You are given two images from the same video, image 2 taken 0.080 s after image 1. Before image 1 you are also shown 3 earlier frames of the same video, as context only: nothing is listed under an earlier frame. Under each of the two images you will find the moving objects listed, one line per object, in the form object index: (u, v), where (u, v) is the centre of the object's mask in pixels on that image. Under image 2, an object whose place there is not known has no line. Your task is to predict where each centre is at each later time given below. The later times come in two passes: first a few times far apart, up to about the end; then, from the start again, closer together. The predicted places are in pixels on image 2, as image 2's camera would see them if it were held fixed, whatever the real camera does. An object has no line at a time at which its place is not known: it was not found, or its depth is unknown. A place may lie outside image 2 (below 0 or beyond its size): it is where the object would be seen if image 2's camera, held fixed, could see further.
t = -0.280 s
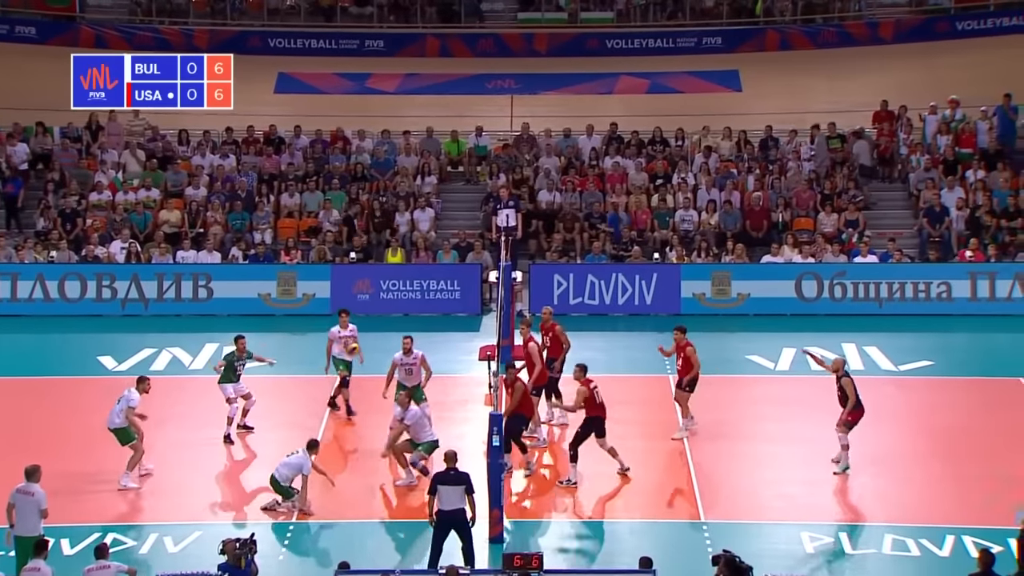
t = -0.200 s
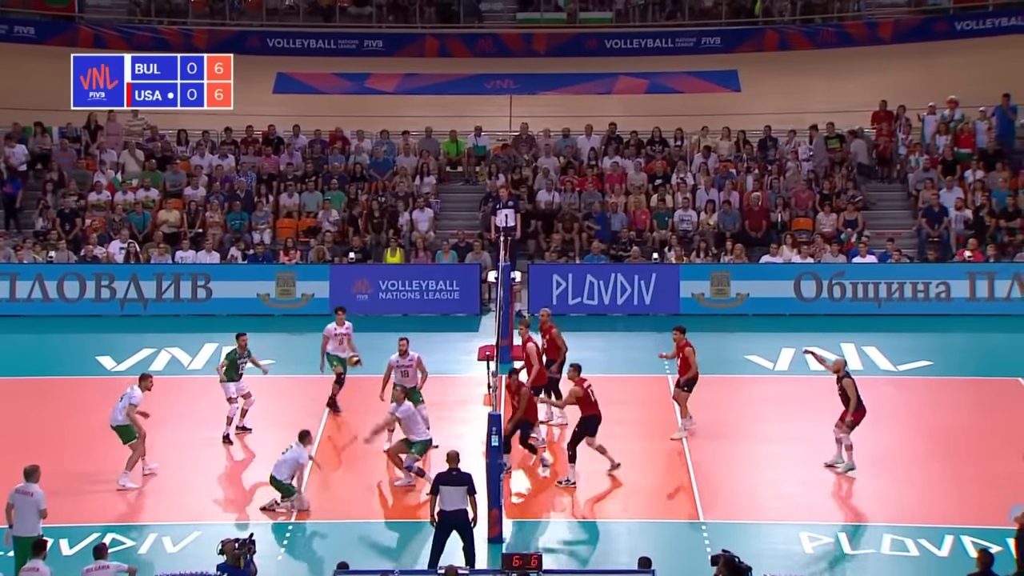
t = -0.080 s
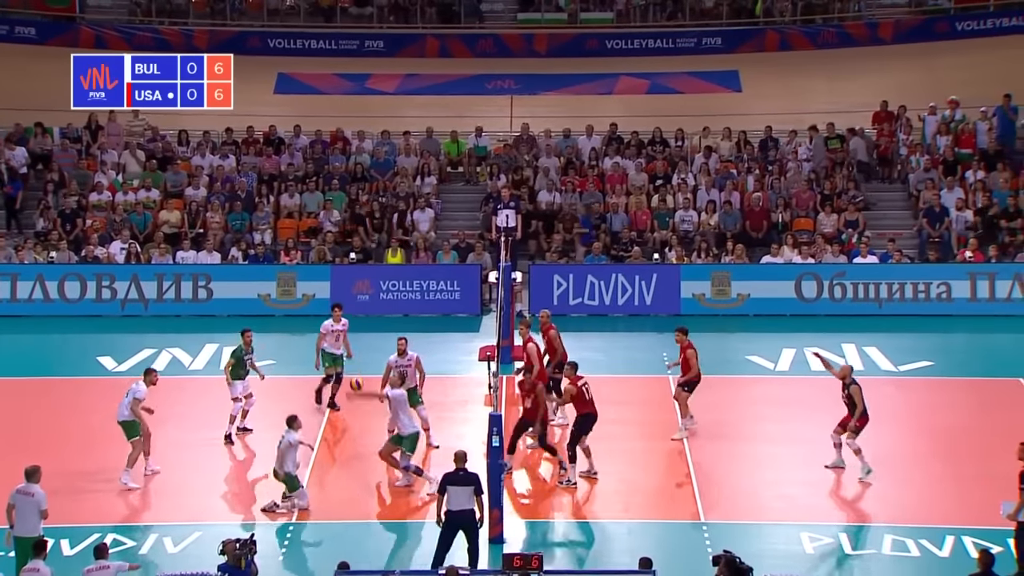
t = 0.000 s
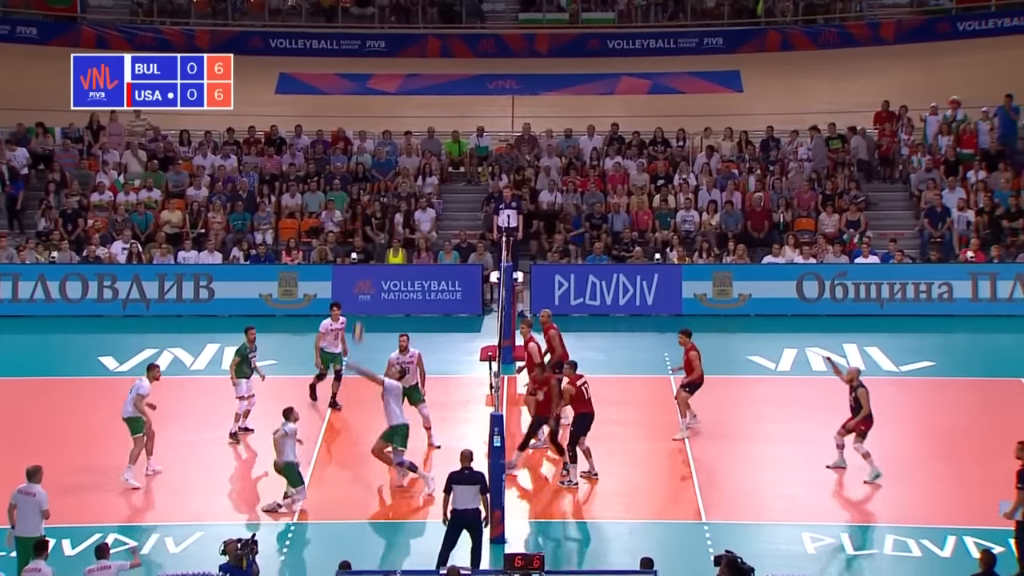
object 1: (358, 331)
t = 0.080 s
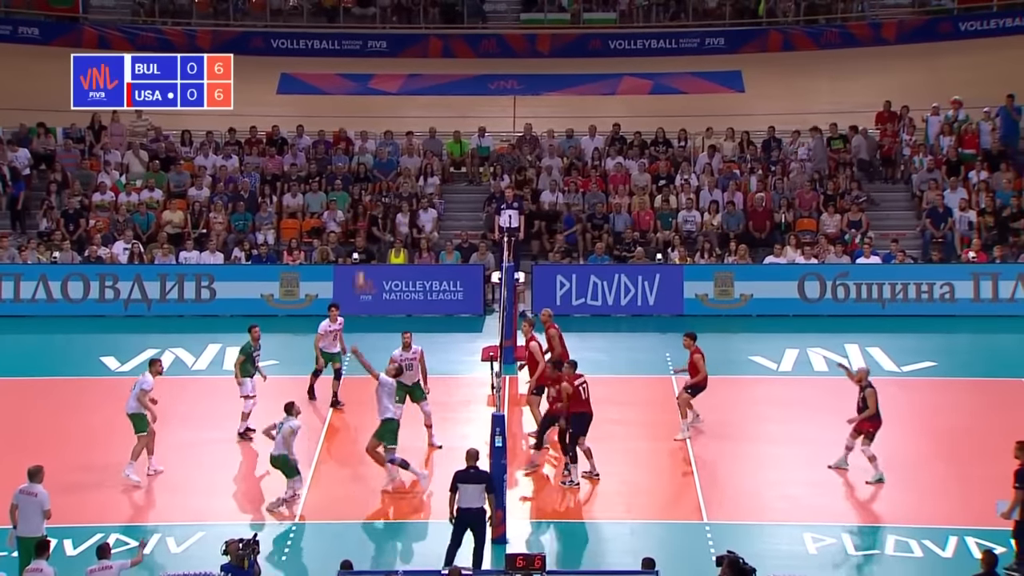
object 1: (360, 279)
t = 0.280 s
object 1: (357, 173)
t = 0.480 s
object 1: (357, 94)
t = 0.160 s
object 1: (359, 234)
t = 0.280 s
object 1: (357, 173)
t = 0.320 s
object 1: (357, 153)
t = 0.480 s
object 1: (357, 94)
